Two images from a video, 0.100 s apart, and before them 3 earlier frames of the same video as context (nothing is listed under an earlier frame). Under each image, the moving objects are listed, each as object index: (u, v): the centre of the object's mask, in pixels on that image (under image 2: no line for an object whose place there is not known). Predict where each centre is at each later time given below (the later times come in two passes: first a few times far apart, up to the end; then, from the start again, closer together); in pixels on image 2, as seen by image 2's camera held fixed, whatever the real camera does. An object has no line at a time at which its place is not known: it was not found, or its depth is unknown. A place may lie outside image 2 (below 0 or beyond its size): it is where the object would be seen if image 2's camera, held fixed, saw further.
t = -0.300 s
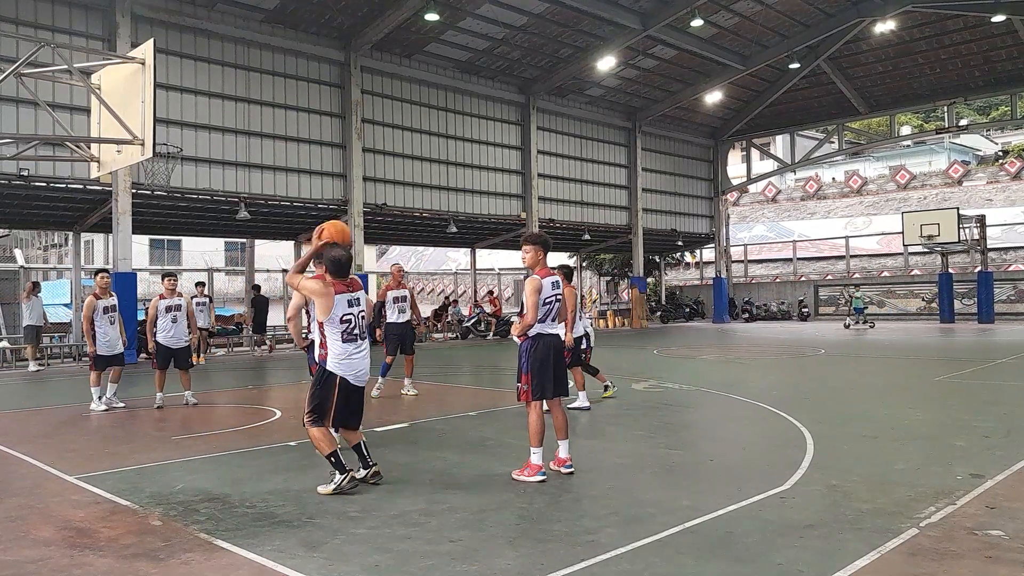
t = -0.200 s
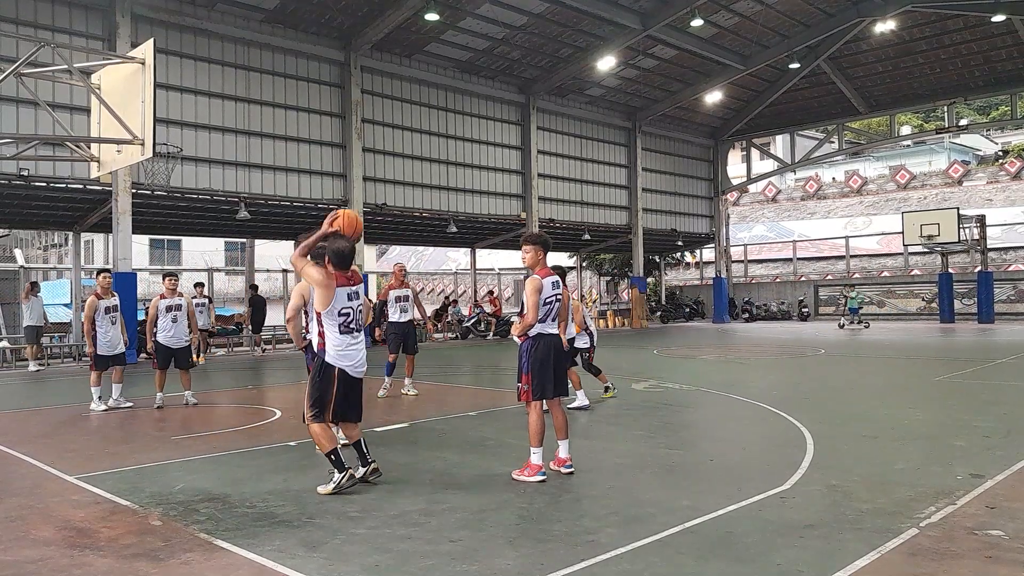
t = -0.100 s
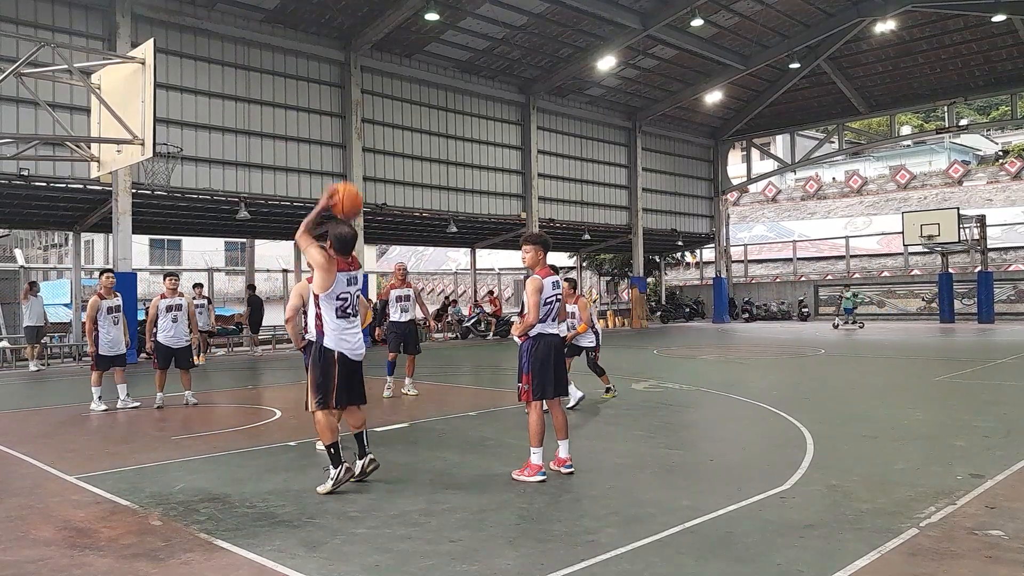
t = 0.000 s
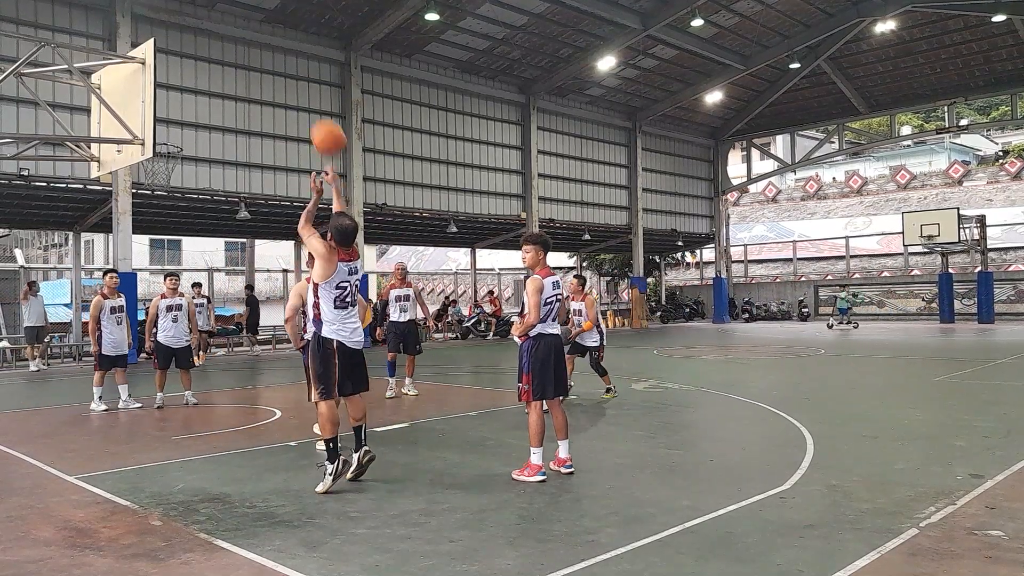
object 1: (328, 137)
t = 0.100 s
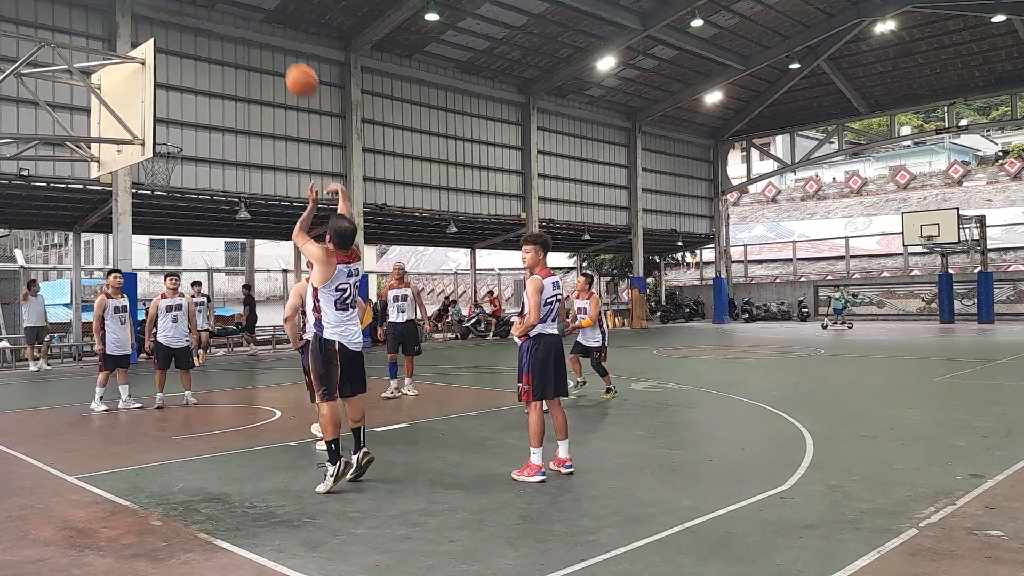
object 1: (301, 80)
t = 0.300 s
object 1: (258, 18)
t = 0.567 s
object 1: (213, 14)
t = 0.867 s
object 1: (174, 86)
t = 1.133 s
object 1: (159, 142)
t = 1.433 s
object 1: (136, 180)
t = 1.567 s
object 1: (134, 217)
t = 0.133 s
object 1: (293, 65)
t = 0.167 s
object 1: (286, 52)
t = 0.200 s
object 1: (278, 41)
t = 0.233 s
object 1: (271, 32)
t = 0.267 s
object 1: (265, 24)
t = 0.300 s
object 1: (258, 18)
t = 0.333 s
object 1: (252, 14)
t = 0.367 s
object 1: (246, 12)
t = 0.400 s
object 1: (240, 10)
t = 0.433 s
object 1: (235, 9)
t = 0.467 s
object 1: (229, 9)
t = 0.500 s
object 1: (224, 10)
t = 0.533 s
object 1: (218, 11)
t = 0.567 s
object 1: (213, 14)
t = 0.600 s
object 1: (208, 19)
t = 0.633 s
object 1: (203, 24)
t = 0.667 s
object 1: (199, 30)
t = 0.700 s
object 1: (194, 38)
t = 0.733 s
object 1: (190, 45)
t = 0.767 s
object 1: (186, 55)
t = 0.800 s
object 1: (182, 64)
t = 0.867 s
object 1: (174, 86)
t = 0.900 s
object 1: (171, 98)
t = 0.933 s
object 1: (167, 111)
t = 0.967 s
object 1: (165, 124)
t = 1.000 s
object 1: (163, 134)
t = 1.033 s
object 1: (162, 135)
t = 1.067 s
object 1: (160, 137)
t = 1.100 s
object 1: (159, 142)
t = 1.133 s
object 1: (159, 142)
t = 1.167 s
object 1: (158, 144)
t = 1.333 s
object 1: (144, 165)
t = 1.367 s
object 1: (141, 168)
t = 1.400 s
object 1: (137, 173)
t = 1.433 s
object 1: (136, 180)
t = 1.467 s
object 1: (136, 189)
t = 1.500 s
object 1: (135, 197)
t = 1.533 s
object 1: (135, 207)
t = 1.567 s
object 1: (134, 217)
